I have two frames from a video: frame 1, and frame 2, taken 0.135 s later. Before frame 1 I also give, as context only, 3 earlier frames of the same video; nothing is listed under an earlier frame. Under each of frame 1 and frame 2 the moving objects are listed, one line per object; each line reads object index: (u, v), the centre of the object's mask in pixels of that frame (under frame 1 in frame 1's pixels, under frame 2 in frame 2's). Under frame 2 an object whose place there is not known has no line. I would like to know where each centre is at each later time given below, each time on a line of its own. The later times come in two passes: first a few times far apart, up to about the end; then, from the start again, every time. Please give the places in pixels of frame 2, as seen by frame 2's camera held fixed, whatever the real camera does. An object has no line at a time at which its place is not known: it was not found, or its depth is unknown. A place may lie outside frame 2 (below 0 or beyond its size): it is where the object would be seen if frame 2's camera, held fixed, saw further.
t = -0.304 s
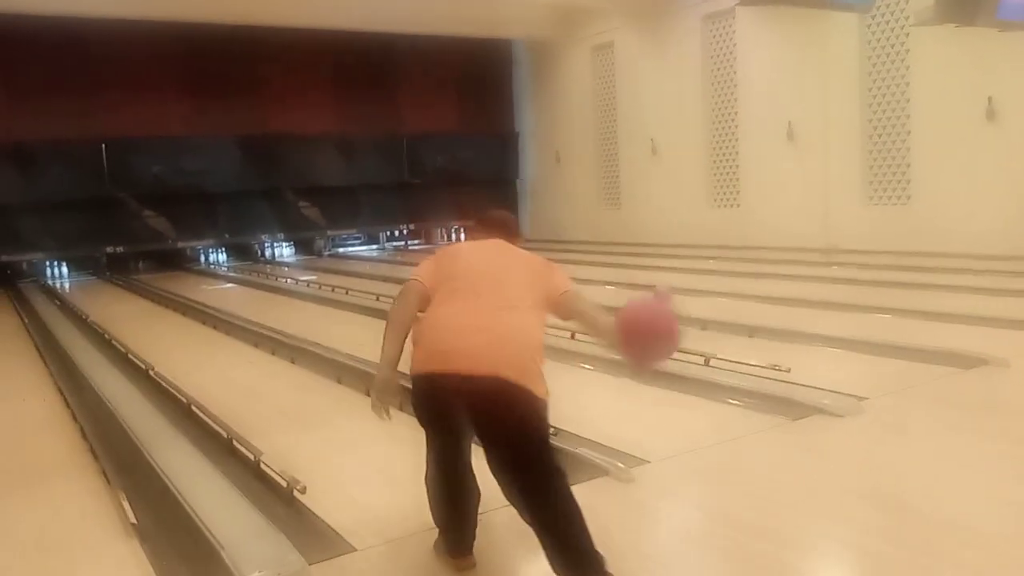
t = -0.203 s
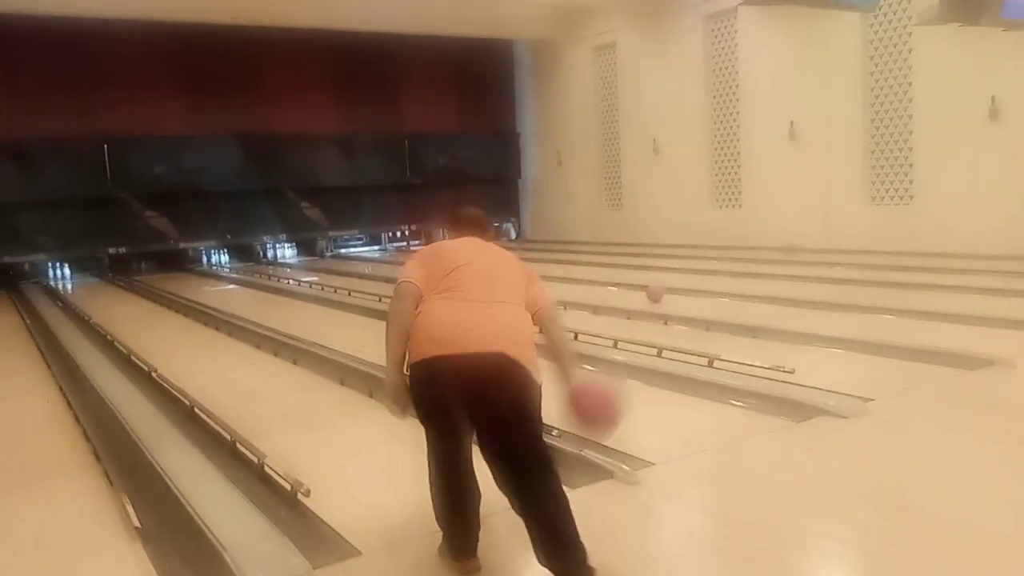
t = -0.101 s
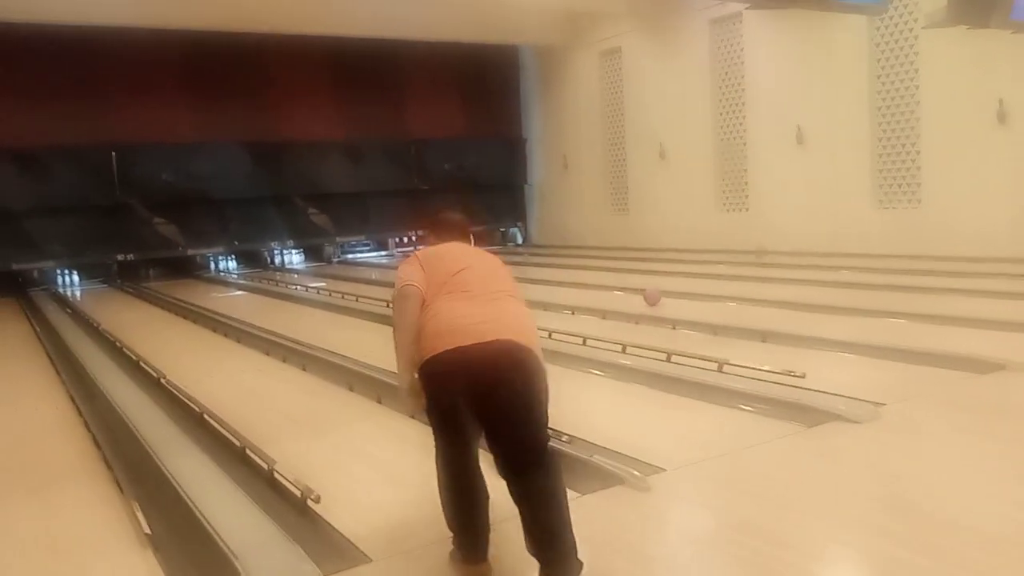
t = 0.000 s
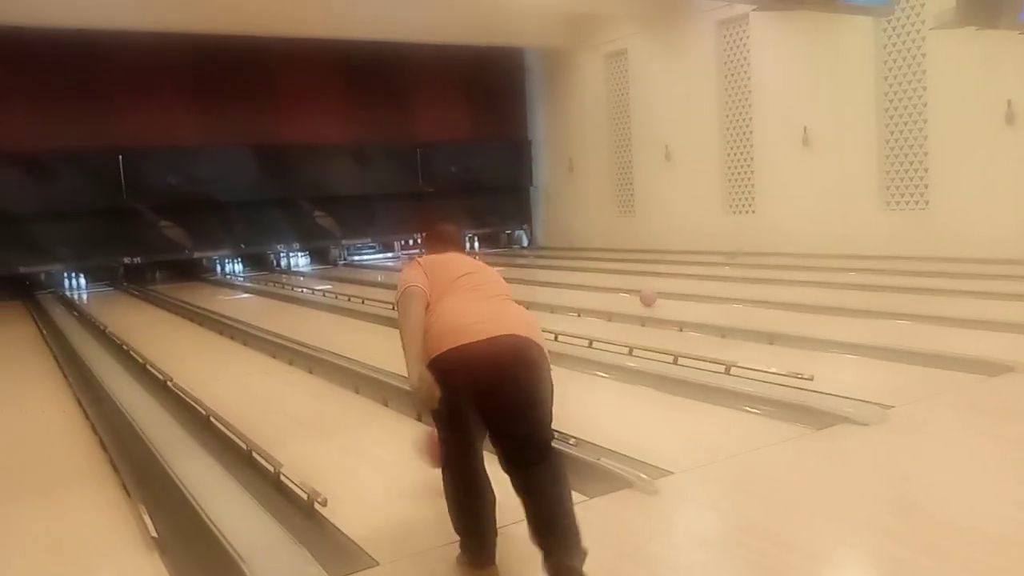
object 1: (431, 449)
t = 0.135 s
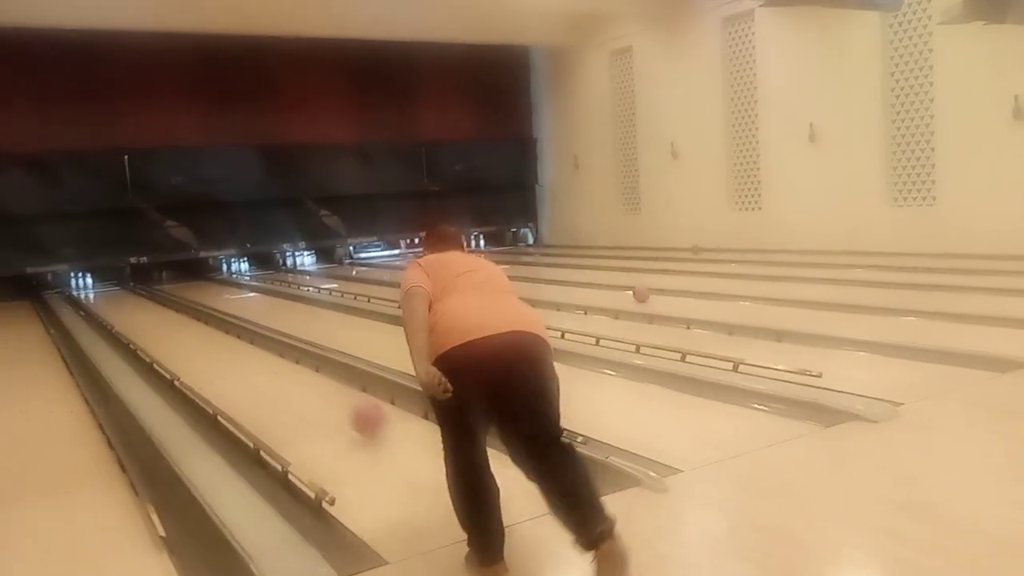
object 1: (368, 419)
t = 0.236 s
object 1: (323, 404)
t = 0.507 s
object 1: (244, 364)
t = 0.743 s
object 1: (200, 344)
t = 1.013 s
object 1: (164, 327)
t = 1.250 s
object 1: (142, 316)
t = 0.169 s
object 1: (351, 413)
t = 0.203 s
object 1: (337, 408)
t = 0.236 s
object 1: (323, 404)
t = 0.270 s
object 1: (311, 397)
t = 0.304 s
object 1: (300, 391)
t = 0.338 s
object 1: (290, 386)
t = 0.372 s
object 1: (279, 382)
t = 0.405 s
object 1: (270, 377)
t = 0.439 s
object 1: (260, 373)
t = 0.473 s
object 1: (252, 368)
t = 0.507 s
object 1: (244, 364)
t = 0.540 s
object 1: (236, 361)
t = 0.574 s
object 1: (230, 358)
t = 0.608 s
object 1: (223, 355)
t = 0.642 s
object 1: (217, 352)
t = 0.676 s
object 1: (211, 348)
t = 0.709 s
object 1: (205, 346)
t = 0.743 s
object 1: (200, 344)
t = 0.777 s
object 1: (194, 341)
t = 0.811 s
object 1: (190, 339)
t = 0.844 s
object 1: (184, 337)
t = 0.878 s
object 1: (180, 335)
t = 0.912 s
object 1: (176, 333)
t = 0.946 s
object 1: (172, 331)
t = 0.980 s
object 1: (168, 329)
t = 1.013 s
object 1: (164, 327)
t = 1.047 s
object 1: (160, 325)
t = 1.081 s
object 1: (157, 323)
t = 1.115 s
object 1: (154, 322)
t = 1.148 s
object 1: (151, 321)
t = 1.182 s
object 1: (148, 319)
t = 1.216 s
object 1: (145, 318)
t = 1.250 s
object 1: (142, 316)
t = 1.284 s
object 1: (140, 315)
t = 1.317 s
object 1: (136, 314)
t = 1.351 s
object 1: (134, 312)
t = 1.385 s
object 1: (131, 311)
